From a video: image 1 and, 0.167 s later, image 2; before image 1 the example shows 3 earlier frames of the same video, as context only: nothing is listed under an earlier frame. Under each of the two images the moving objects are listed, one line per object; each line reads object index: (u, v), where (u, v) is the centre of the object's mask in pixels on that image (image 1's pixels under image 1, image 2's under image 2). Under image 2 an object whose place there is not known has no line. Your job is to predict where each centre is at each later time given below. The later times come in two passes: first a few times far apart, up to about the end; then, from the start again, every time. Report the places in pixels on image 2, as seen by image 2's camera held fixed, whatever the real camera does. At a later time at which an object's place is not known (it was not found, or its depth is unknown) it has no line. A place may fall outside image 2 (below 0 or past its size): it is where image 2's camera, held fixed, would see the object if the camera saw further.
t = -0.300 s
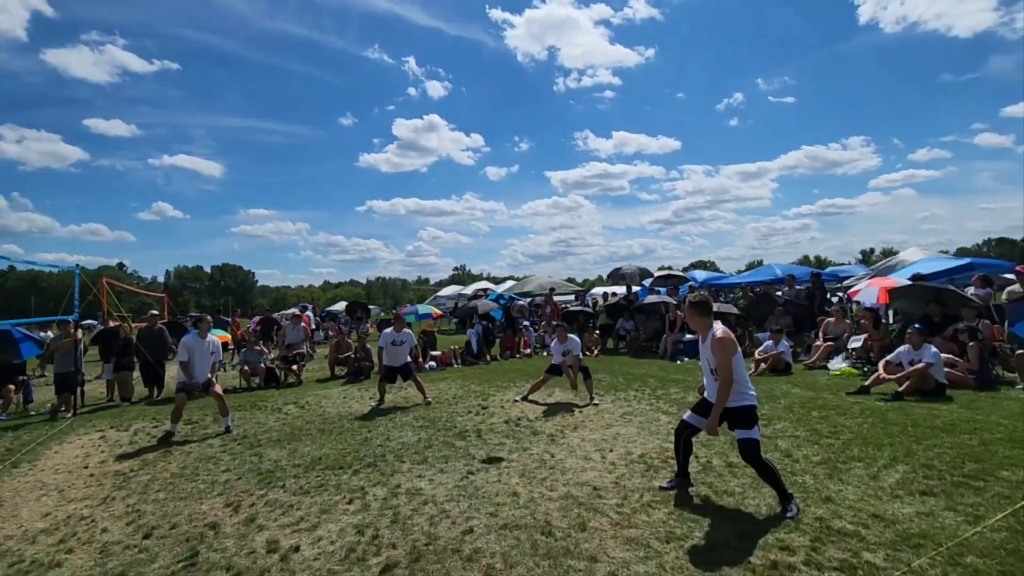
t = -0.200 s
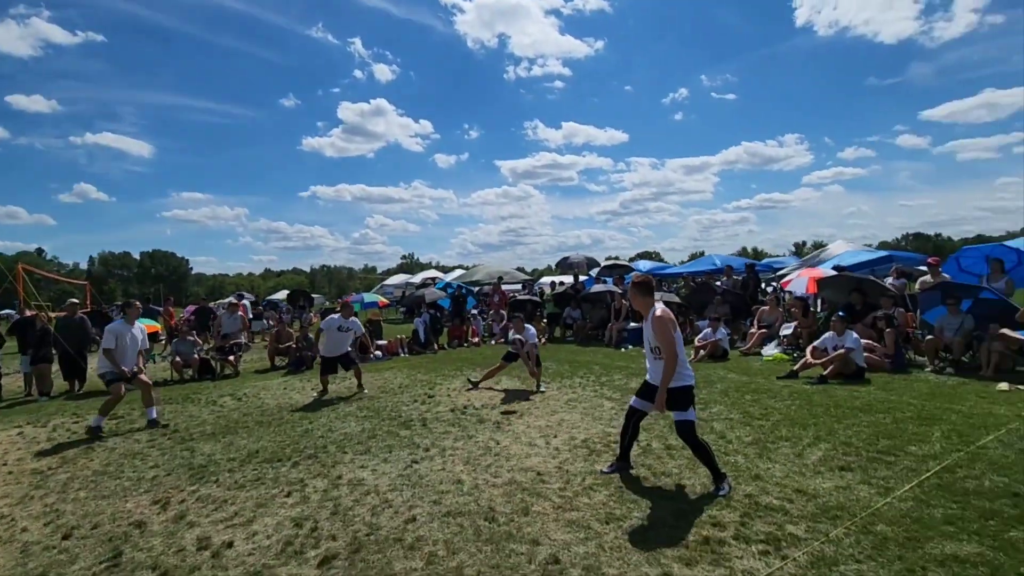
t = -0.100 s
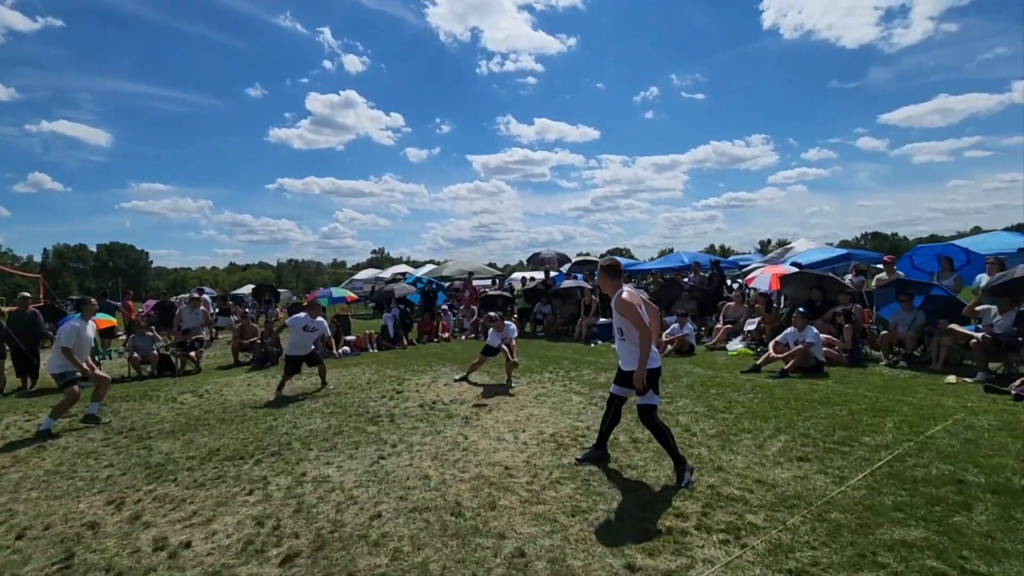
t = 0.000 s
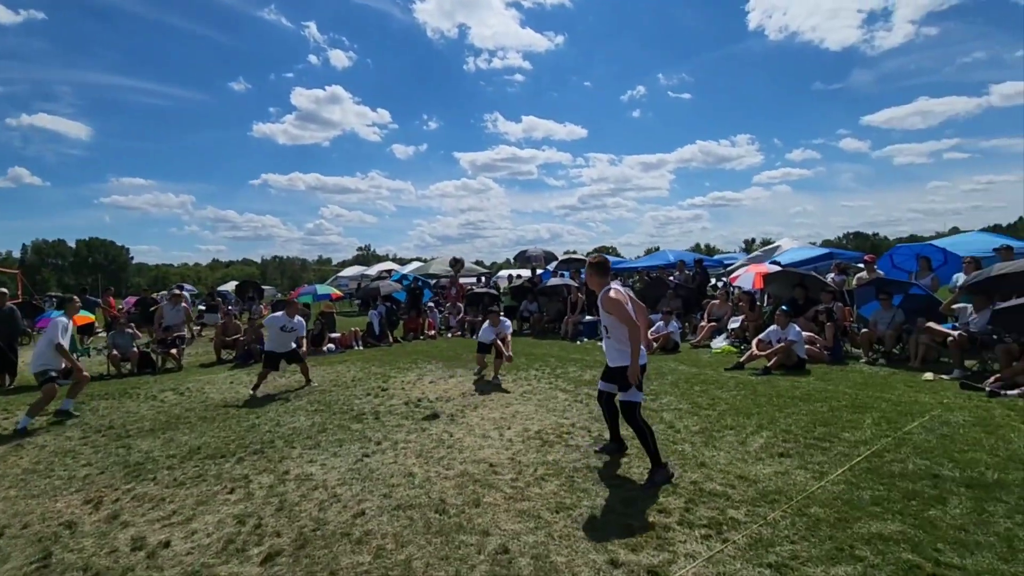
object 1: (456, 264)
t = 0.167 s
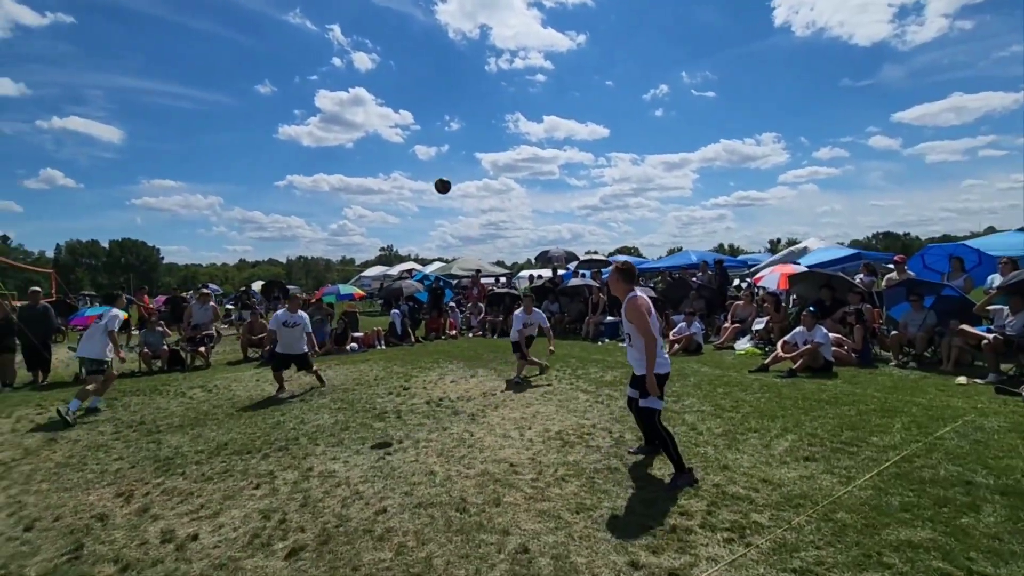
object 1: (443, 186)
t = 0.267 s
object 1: (422, 148)
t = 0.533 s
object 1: (367, 81)
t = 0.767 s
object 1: (320, 71)
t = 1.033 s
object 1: (264, 118)
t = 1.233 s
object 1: (221, 201)
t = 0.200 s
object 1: (436, 173)
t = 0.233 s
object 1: (429, 160)
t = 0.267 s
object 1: (422, 148)
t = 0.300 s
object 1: (415, 137)
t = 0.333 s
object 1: (408, 126)
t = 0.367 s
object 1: (401, 117)
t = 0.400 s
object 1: (394, 108)
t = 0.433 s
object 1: (387, 100)
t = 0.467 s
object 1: (380, 93)
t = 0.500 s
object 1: (374, 86)
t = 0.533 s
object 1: (367, 81)
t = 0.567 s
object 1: (360, 77)
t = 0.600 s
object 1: (354, 74)
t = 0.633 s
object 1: (347, 71)
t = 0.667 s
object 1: (340, 70)
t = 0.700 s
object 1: (334, 69)
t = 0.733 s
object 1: (327, 69)
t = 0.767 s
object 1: (320, 71)
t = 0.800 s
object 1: (314, 73)
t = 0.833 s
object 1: (307, 76)
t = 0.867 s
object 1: (300, 80)
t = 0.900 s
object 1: (293, 85)
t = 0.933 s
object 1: (286, 92)
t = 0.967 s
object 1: (279, 100)
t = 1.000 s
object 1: (272, 108)
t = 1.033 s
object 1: (264, 118)
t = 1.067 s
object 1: (257, 128)
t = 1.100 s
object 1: (250, 140)
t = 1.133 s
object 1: (243, 154)
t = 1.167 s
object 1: (236, 169)
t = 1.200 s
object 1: (229, 184)
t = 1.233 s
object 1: (221, 201)
